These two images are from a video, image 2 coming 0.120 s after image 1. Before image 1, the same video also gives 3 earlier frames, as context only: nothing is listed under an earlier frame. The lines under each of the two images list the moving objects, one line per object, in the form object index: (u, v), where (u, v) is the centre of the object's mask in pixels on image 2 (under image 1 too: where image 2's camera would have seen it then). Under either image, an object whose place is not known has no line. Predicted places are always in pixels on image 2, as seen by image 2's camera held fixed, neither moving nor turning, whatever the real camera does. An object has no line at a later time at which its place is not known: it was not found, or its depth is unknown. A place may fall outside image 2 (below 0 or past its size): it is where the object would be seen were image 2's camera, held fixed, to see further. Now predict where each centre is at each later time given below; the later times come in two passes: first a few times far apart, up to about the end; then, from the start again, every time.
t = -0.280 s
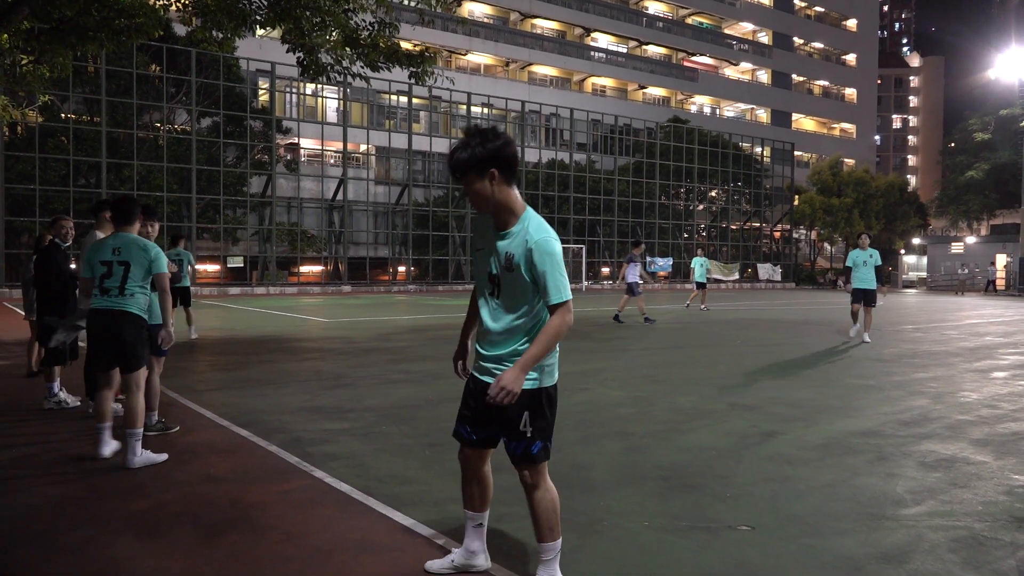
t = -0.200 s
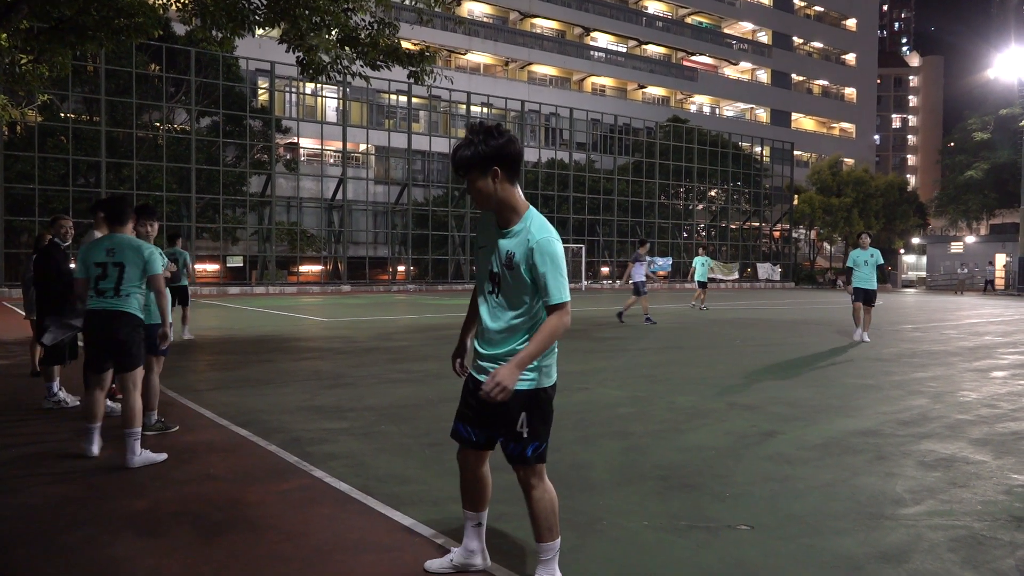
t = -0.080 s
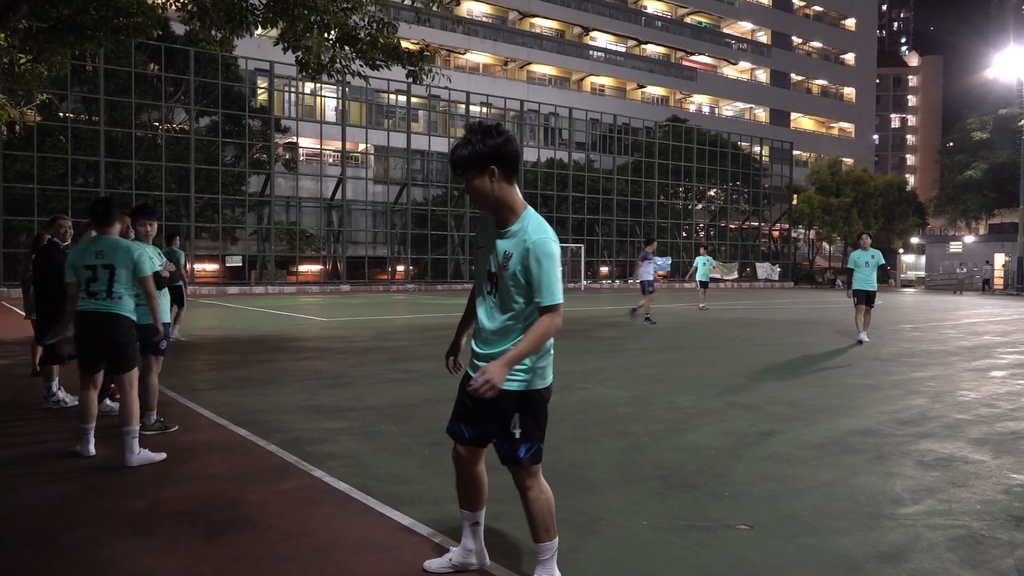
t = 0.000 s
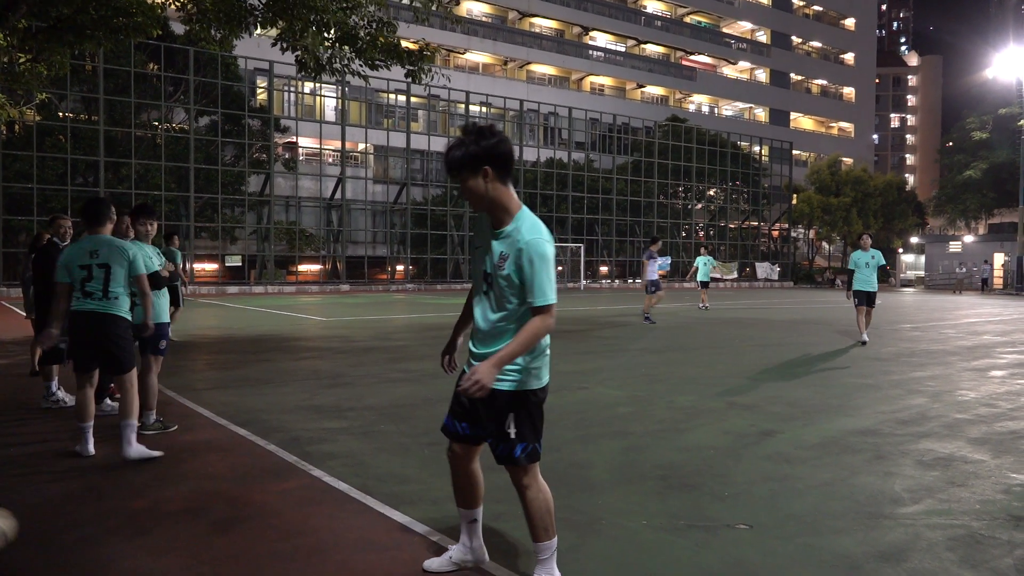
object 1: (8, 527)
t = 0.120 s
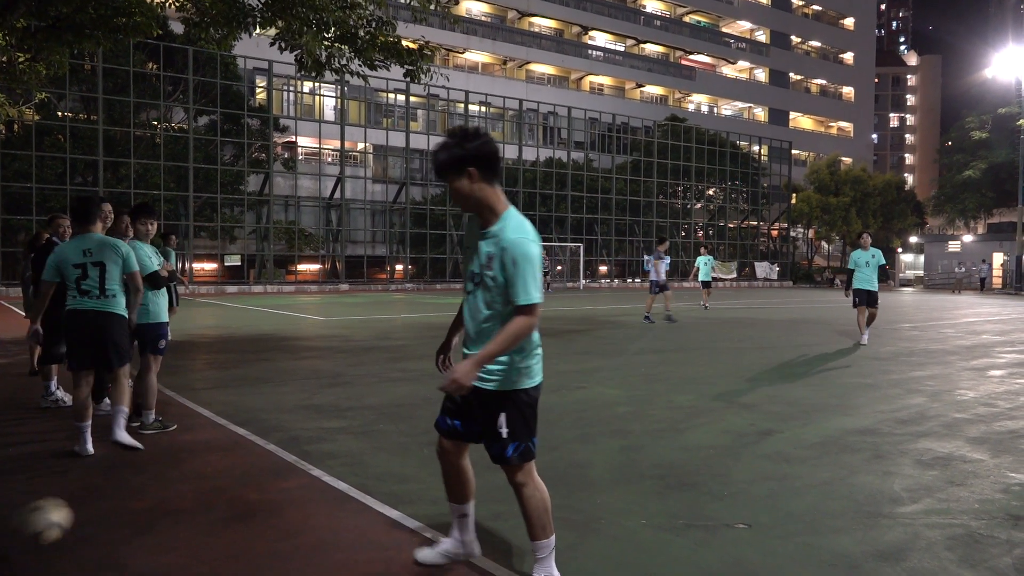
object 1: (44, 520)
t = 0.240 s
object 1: (96, 520)
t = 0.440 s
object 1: (176, 508)
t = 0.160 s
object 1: (62, 517)
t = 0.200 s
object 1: (80, 516)
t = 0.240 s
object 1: (96, 520)
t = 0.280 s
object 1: (113, 517)
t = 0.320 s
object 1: (131, 510)
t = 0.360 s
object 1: (146, 507)
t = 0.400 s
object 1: (160, 508)
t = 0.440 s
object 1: (176, 508)
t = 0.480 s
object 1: (191, 504)
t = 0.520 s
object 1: (206, 500)
